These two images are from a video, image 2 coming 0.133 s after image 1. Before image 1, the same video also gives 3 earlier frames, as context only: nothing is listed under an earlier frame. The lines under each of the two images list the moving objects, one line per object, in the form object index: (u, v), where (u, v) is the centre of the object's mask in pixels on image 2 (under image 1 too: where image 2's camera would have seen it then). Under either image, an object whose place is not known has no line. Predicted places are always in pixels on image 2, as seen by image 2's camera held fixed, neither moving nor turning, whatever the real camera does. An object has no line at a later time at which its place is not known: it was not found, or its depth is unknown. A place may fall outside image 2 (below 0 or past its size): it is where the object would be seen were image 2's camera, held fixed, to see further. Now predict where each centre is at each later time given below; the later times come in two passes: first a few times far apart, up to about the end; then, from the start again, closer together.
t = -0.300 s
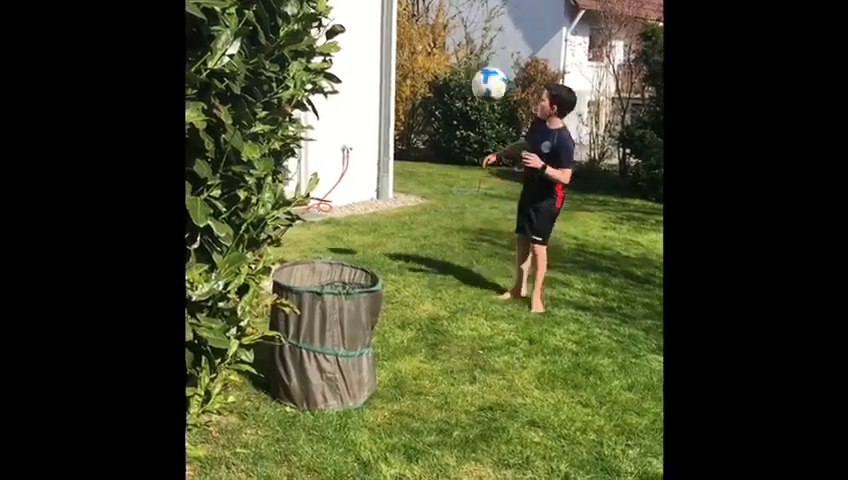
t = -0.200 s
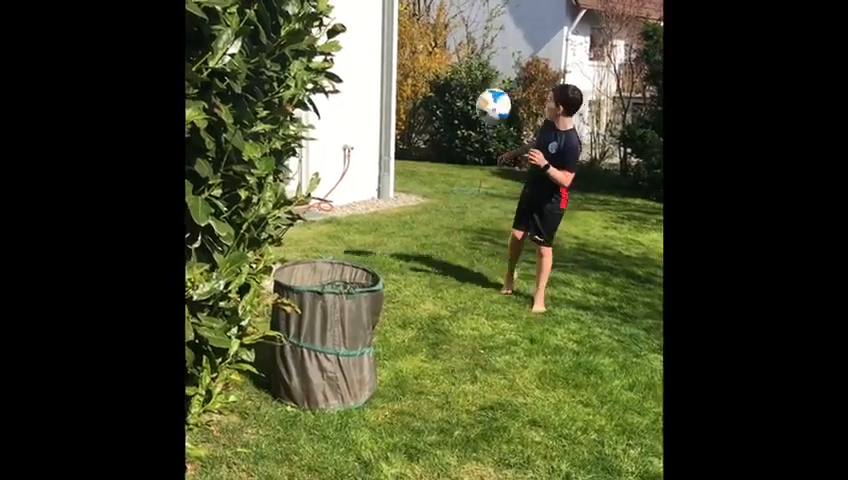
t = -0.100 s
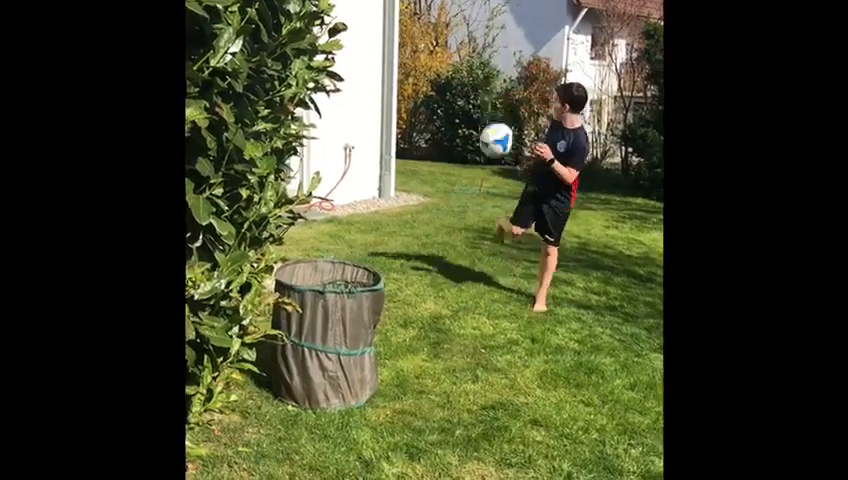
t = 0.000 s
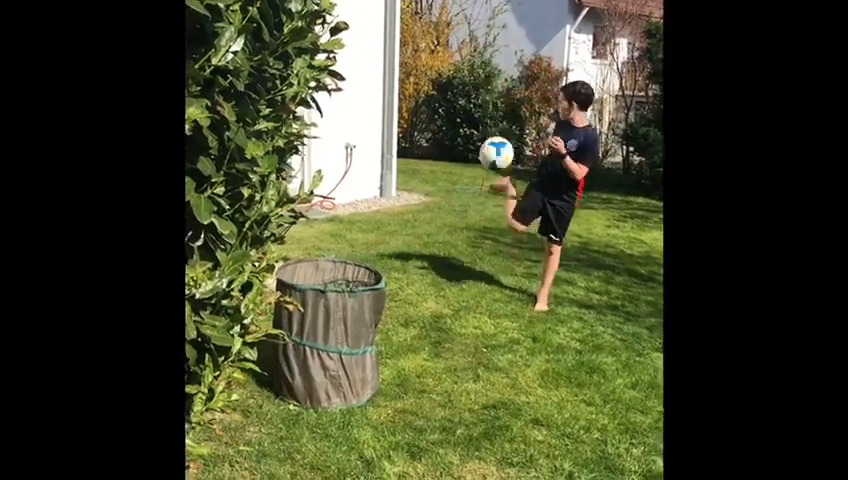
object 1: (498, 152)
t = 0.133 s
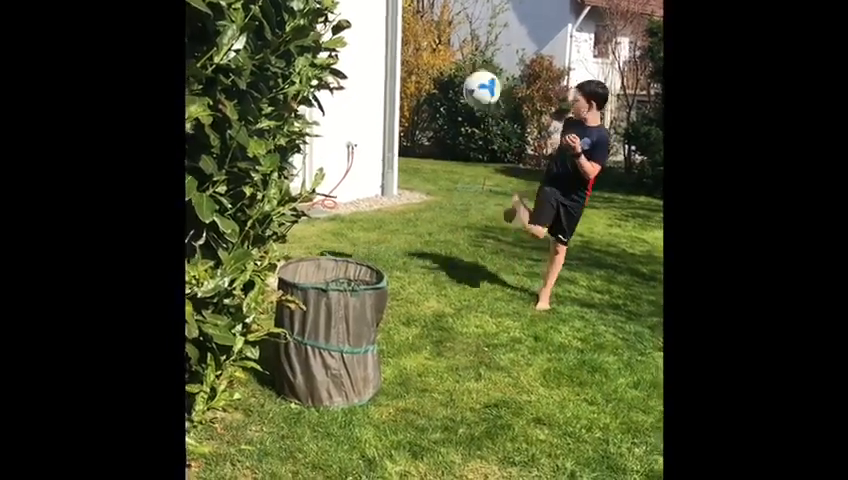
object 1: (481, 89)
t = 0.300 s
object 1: (452, 41)
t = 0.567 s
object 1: (390, 68)
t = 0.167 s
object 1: (477, 76)
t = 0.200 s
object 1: (471, 64)
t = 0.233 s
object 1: (466, 54)
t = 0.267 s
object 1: (459, 46)
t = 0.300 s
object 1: (452, 41)
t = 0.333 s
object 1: (447, 37)
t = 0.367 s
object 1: (440, 34)
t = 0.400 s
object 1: (433, 34)
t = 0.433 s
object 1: (424, 35)
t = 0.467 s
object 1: (418, 39)
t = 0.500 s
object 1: (408, 46)
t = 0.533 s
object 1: (399, 55)
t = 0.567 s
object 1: (390, 68)
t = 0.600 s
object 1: (382, 83)
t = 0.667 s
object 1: (363, 120)
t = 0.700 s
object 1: (353, 142)
